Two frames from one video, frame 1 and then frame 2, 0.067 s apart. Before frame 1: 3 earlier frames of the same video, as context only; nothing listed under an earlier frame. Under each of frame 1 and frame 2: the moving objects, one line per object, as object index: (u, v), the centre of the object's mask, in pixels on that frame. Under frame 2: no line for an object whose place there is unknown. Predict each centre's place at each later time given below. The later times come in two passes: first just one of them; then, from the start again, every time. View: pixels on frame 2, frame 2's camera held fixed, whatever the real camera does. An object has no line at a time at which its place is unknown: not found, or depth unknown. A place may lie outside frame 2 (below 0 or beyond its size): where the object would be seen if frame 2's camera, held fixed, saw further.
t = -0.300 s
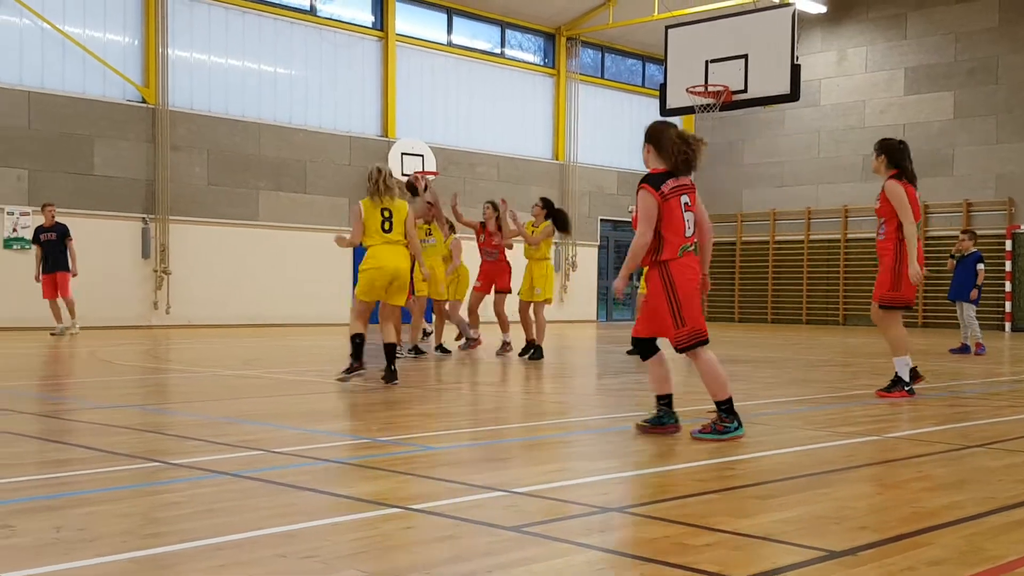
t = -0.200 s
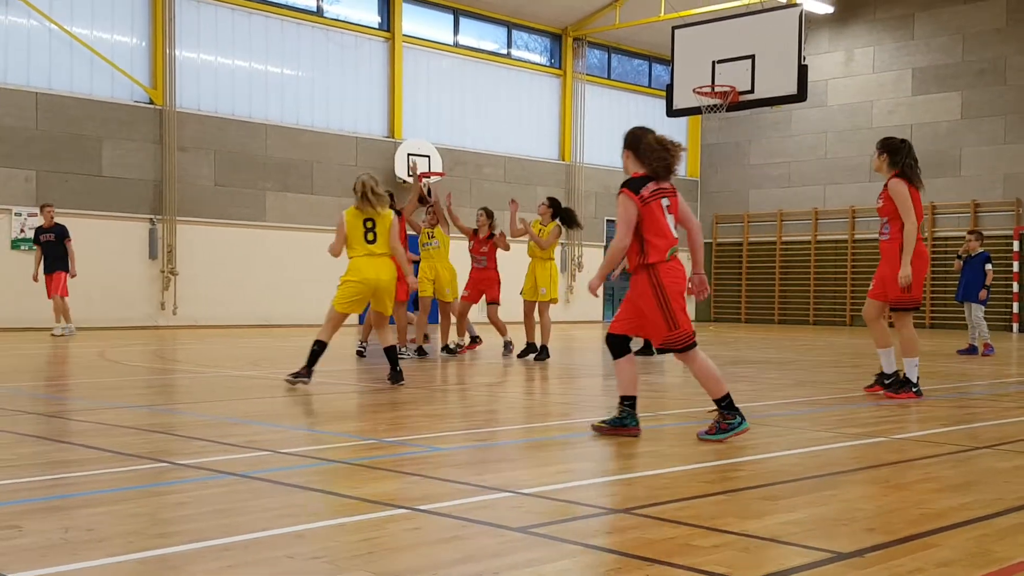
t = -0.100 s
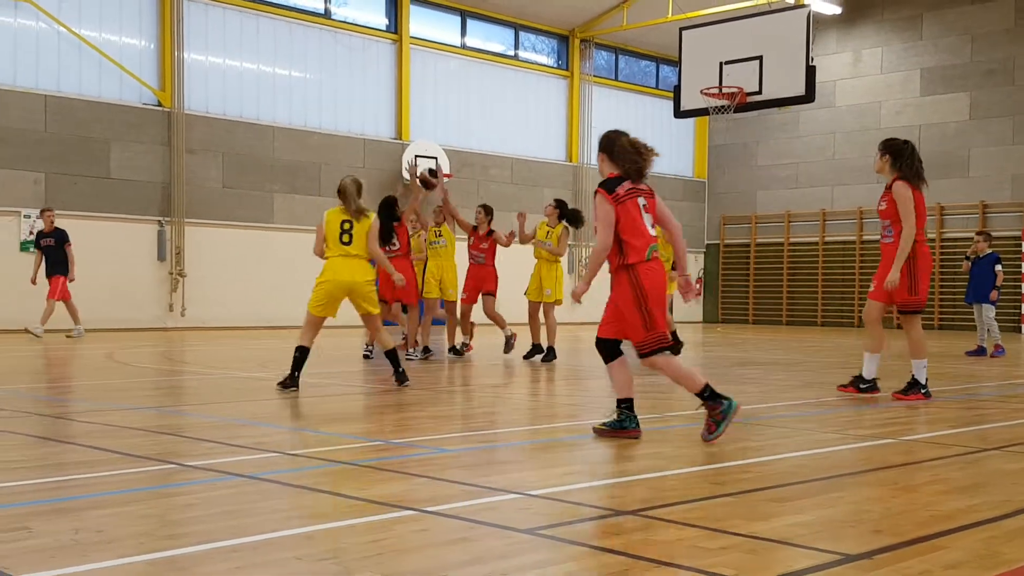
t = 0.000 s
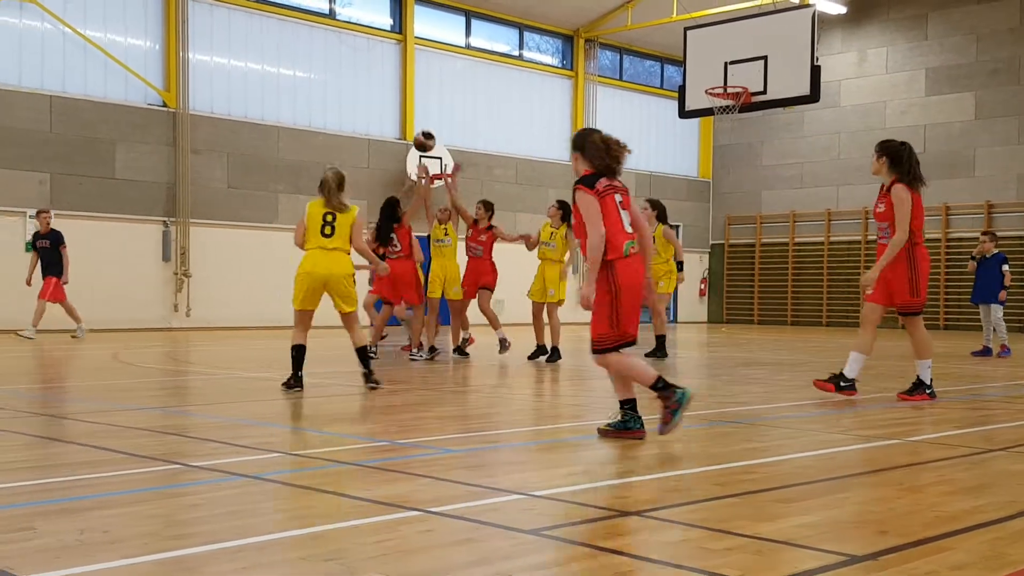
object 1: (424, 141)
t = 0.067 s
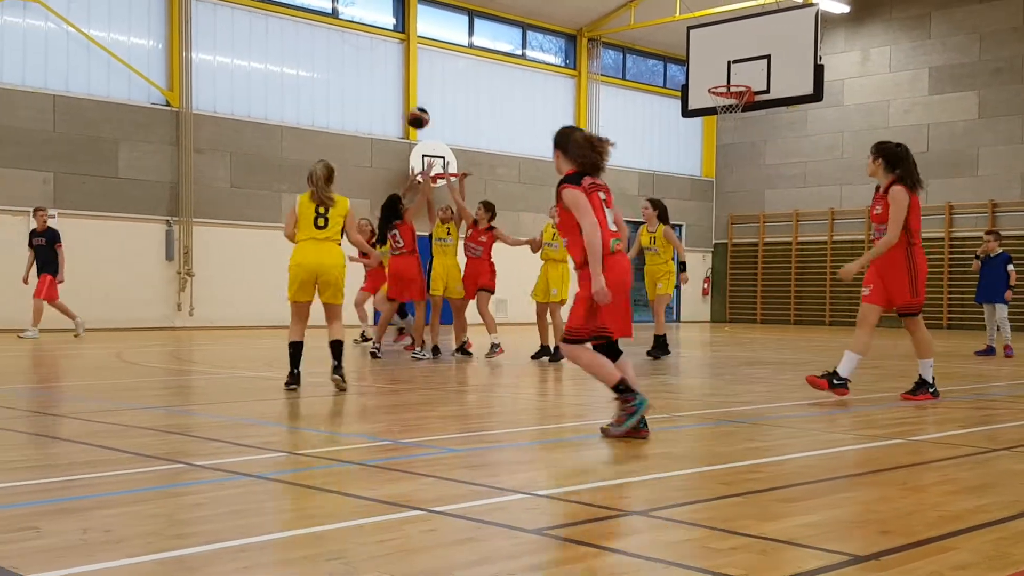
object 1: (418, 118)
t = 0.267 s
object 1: (388, 71)
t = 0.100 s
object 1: (414, 108)
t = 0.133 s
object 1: (409, 98)
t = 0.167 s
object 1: (403, 90)
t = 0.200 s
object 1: (398, 82)
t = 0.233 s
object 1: (393, 76)
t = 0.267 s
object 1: (388, 71)
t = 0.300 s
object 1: (383, 66)
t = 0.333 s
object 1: (377, 63)
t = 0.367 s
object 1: (372, 61)
